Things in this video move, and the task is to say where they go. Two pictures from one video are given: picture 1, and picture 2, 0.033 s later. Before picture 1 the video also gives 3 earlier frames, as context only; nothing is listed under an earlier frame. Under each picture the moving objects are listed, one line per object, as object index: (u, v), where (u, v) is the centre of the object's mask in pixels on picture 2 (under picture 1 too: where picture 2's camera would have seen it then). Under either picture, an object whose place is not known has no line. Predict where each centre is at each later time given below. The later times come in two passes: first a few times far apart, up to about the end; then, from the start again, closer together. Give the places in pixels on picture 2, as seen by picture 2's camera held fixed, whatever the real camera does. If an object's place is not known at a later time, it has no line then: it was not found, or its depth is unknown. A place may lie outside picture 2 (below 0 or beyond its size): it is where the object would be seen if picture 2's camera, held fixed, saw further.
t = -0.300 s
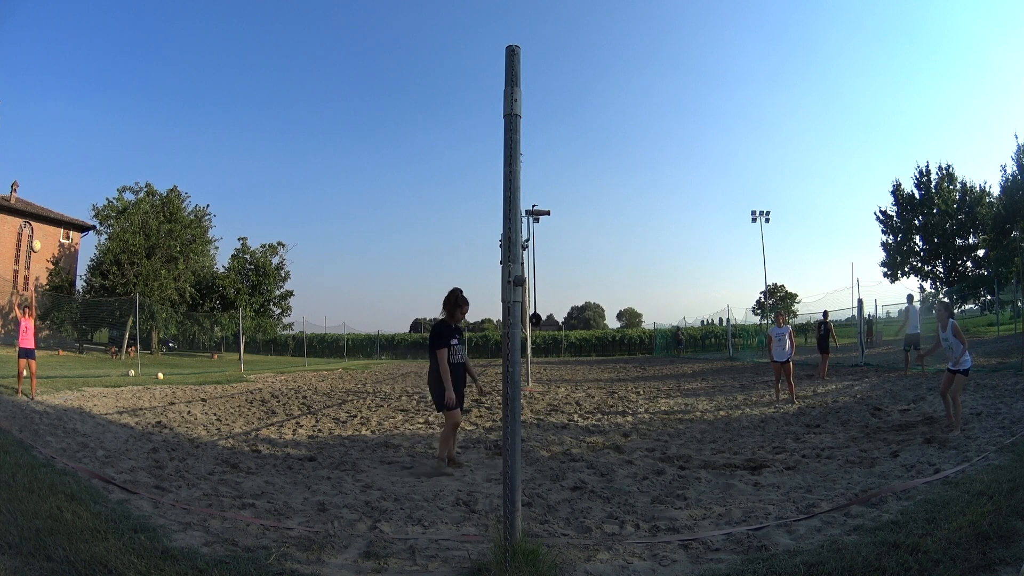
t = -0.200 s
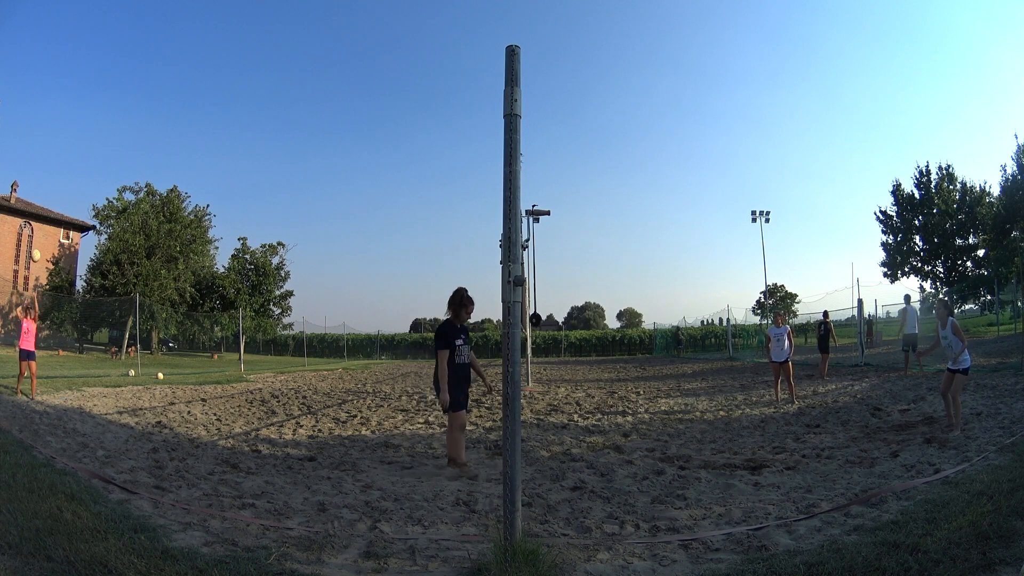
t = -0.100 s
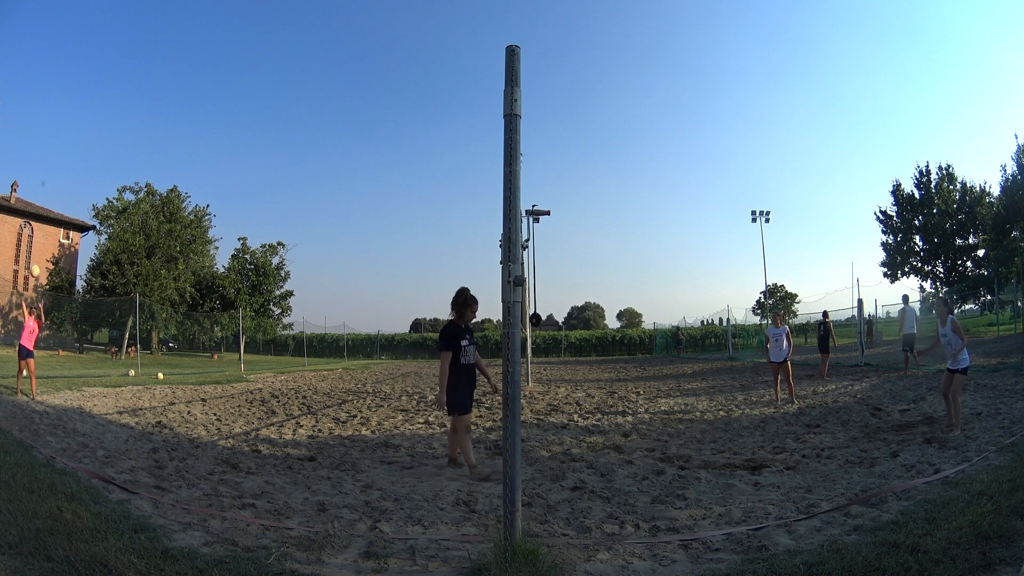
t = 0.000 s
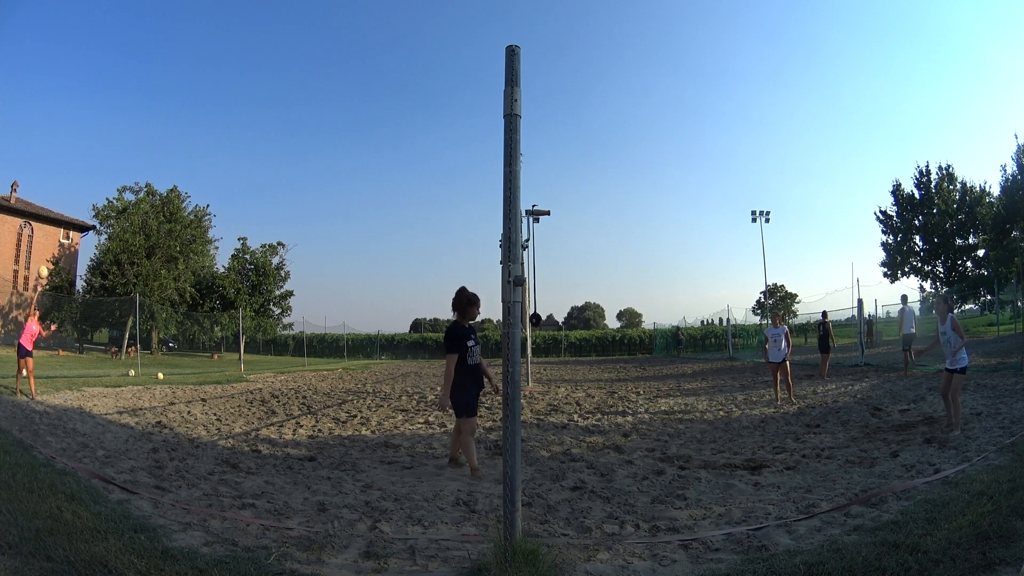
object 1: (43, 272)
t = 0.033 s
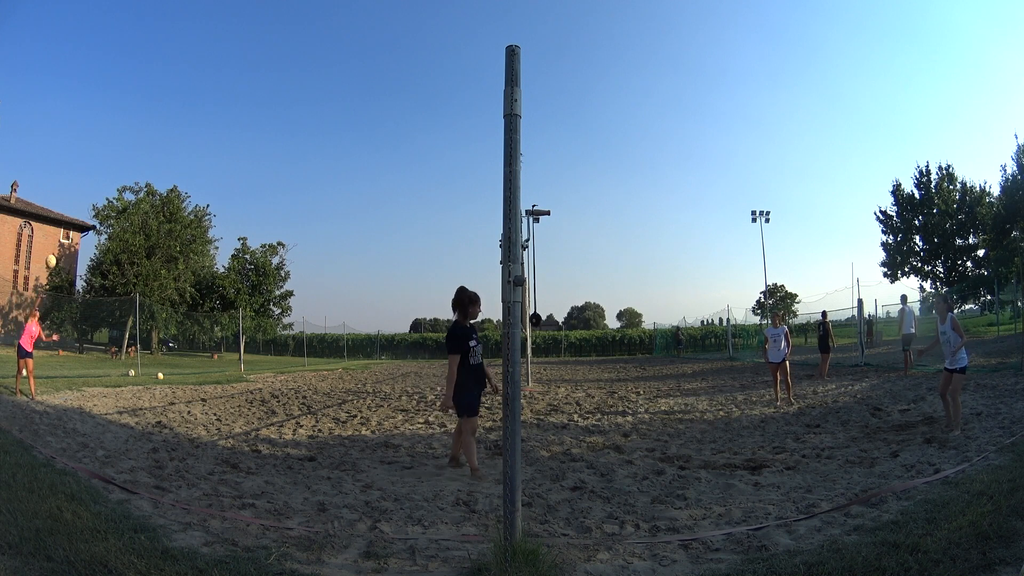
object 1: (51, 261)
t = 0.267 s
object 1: (135, 187)
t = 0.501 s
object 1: (294, 133)
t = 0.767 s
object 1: (607, 158)
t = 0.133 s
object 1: (80, 229)
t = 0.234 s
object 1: (119, 196)
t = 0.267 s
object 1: (135, 187)
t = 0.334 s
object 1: (171, 168)
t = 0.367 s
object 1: (191, 159)
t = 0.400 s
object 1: (214, 151)
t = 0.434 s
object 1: (238, 144)
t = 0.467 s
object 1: (265, 138)
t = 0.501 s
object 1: (294, 133)
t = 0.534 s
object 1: (325, 129)
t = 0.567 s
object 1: (359, 127)
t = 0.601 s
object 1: (394, 127)
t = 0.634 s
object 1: (433, 128)
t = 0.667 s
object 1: (474, 131)
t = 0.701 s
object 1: (525, 137)
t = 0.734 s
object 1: (561, 146)
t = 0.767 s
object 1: (607, 158)
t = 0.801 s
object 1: (653, 172)
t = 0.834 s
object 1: (699, 190)
